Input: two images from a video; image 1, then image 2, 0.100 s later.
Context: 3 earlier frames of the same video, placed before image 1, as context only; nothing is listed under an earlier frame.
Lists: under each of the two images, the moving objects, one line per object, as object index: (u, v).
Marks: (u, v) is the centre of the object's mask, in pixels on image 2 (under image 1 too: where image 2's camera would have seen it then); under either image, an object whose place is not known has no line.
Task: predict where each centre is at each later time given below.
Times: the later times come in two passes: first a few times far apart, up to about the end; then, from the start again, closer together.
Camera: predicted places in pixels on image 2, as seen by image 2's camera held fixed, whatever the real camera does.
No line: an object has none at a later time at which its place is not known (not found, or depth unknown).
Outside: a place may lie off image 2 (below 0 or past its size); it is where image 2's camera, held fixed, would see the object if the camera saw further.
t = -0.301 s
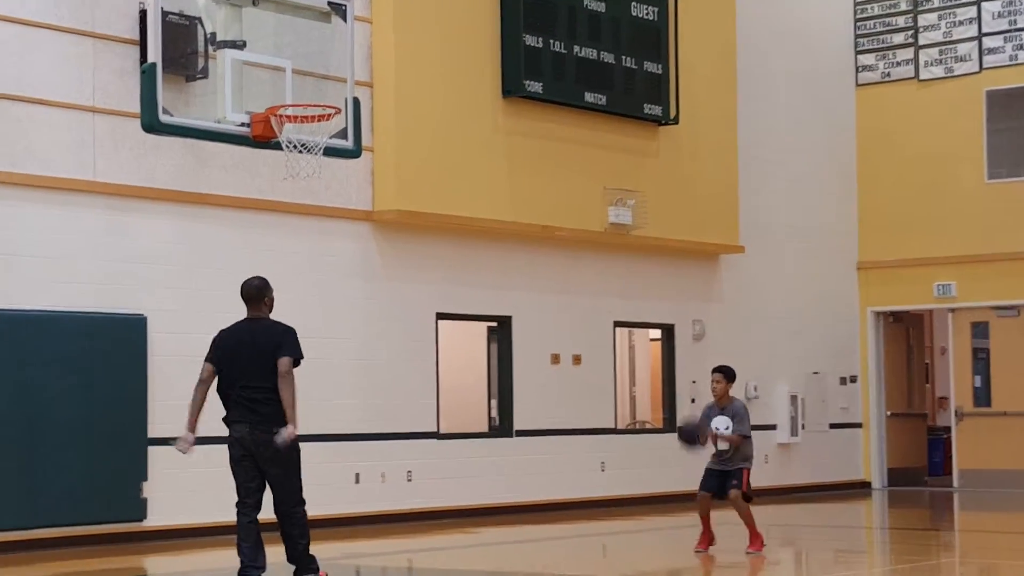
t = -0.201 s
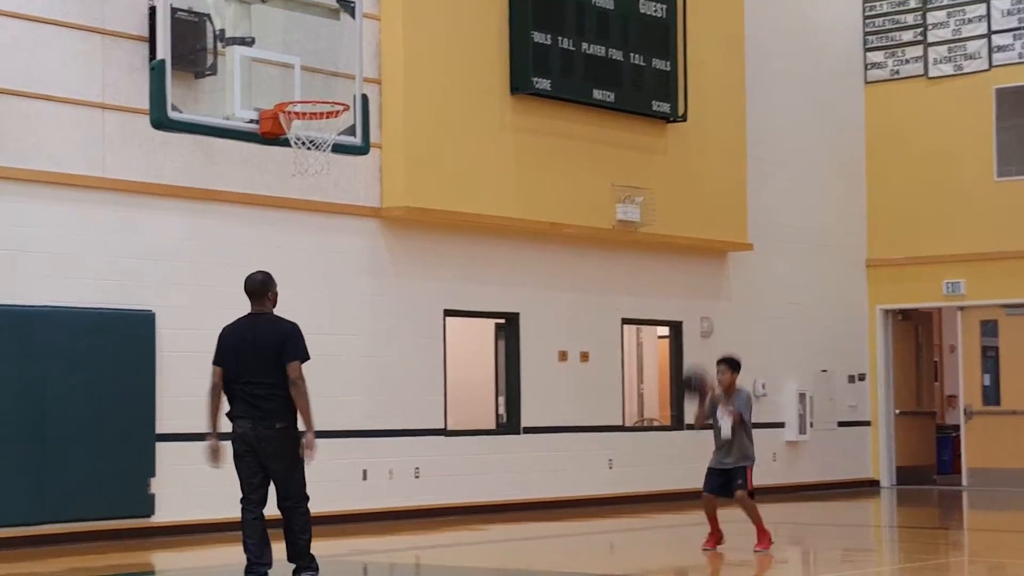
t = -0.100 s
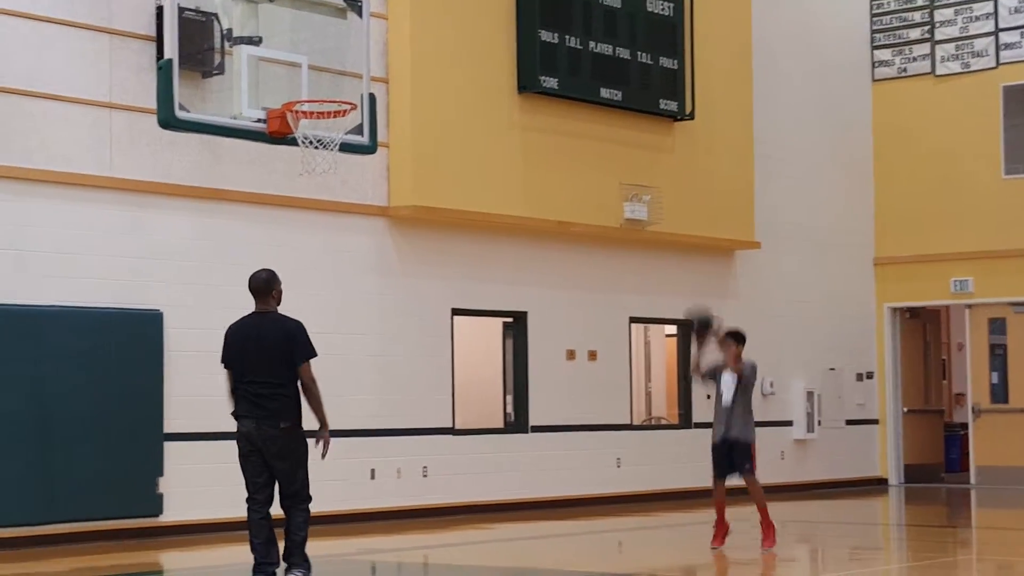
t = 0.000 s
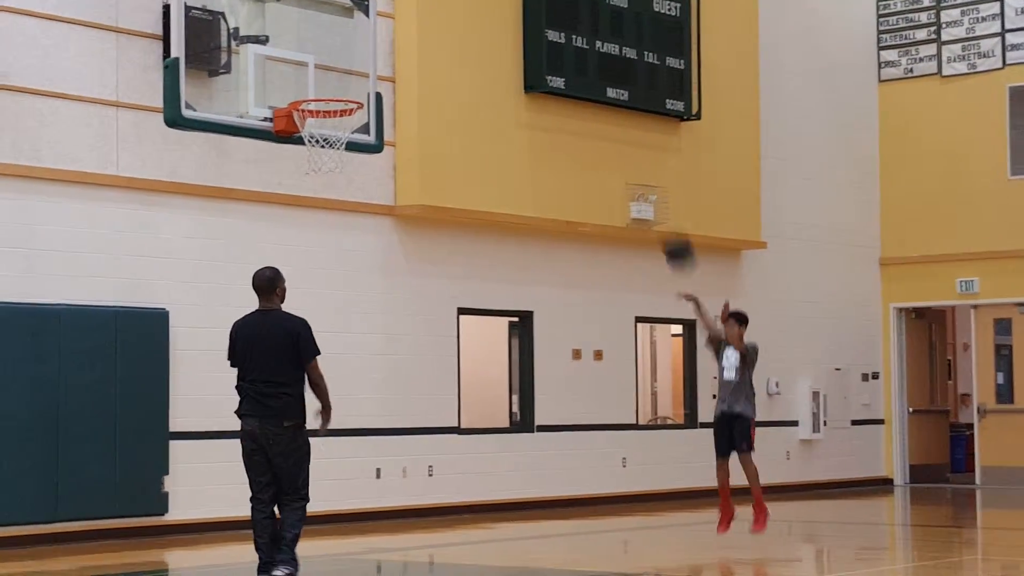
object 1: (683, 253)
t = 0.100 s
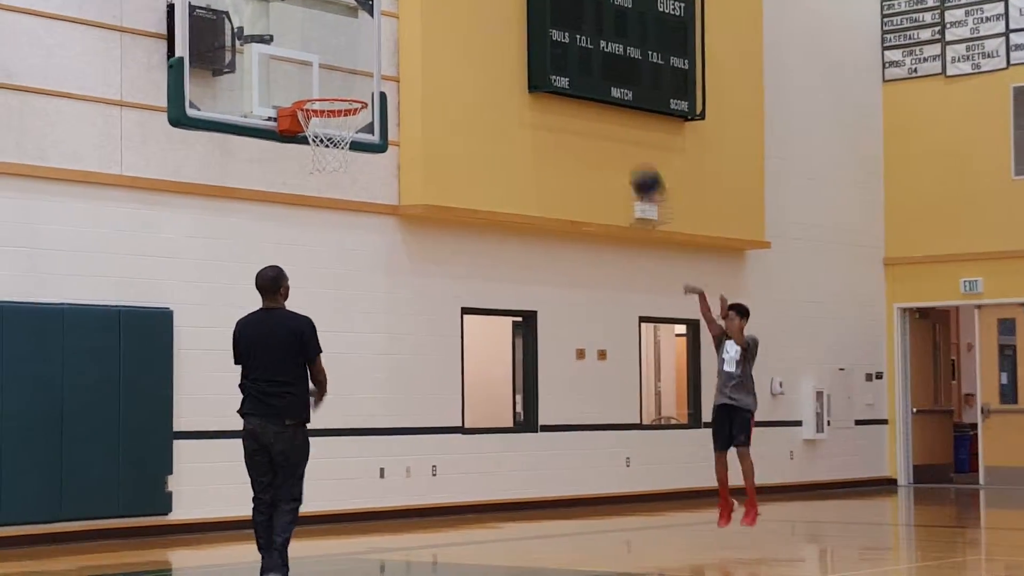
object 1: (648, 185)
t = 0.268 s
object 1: (588, 95)
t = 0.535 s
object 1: (486, 26)
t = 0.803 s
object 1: (376, 51)
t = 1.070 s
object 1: (340, 188)
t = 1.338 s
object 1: (399, 435)
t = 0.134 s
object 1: (635, 163)
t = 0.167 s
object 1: (623, 145)
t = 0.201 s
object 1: (612, 128)
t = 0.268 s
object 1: (588, 95)
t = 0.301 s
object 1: (577, 81)
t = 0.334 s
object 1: (564, 67)
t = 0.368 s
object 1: (552, 56)
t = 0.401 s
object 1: (539, 49)
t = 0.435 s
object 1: (525, 42)
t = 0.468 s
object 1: (512, 35)
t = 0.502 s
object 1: (499, 29)
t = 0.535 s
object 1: (486, 26)
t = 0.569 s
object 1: (473, 23)
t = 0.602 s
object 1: (459, 22)
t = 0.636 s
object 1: (445, 23)
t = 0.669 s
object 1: (432, 25)
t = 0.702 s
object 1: (417, 29)
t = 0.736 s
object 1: (402, 35)
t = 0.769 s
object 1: (387, 42)
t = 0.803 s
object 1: (376, 51)
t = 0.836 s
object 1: (360, 61)
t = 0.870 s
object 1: (345, 73)
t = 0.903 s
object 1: (330, 86)
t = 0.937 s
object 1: (315, 104)
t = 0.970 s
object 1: (316, 119)
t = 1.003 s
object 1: (322, 139)
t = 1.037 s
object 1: (332, 164)
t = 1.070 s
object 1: (340, 188)
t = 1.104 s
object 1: (348, 215)
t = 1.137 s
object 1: (356, 241)
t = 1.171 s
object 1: (363, 269)
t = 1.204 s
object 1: (371, 301)
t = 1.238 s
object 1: (379, 334)
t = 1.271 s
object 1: (385, 366)
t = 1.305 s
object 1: (392, 398)
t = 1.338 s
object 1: (399, 435)
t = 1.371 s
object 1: (406, 475)
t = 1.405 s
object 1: (414, 515)
